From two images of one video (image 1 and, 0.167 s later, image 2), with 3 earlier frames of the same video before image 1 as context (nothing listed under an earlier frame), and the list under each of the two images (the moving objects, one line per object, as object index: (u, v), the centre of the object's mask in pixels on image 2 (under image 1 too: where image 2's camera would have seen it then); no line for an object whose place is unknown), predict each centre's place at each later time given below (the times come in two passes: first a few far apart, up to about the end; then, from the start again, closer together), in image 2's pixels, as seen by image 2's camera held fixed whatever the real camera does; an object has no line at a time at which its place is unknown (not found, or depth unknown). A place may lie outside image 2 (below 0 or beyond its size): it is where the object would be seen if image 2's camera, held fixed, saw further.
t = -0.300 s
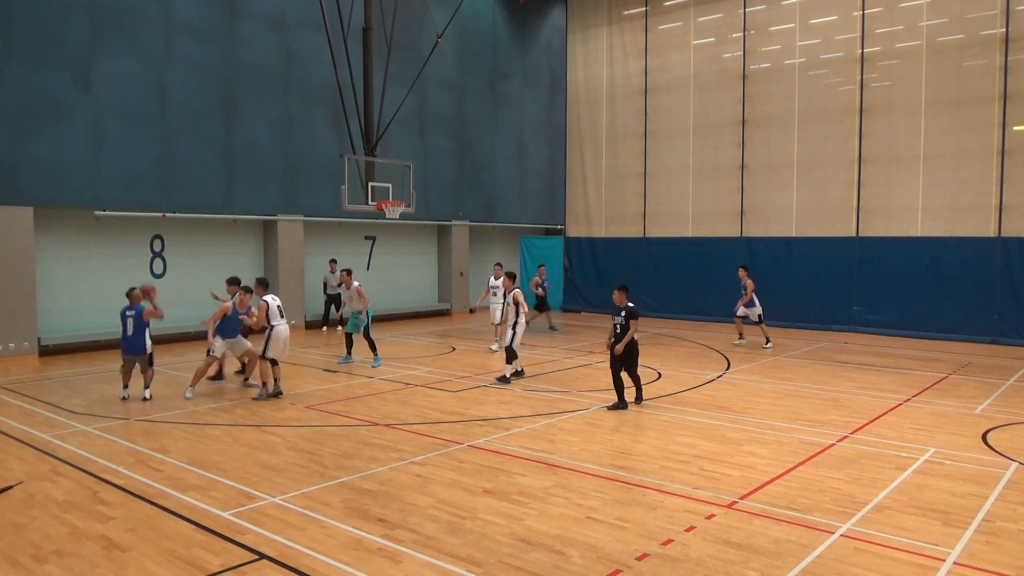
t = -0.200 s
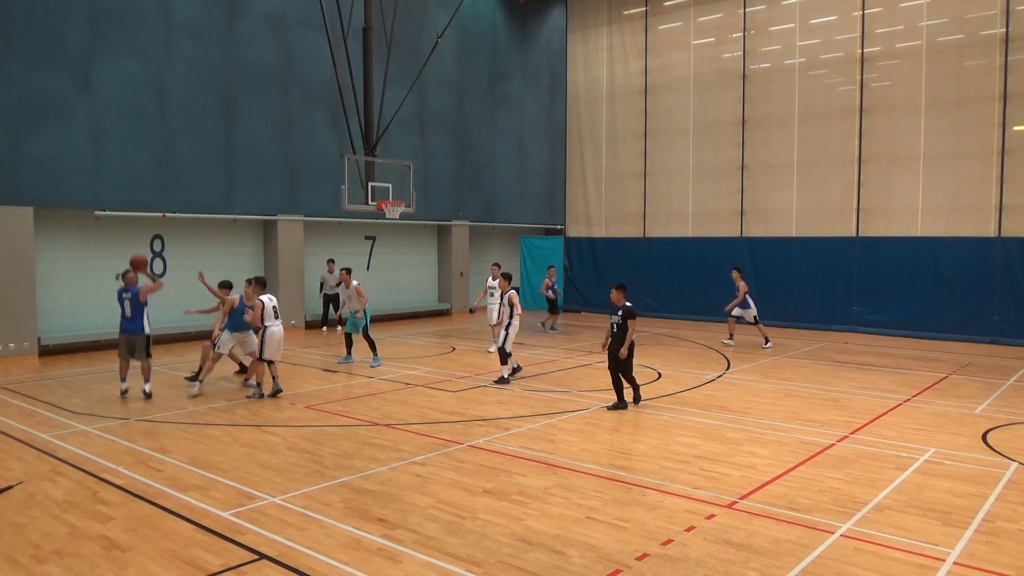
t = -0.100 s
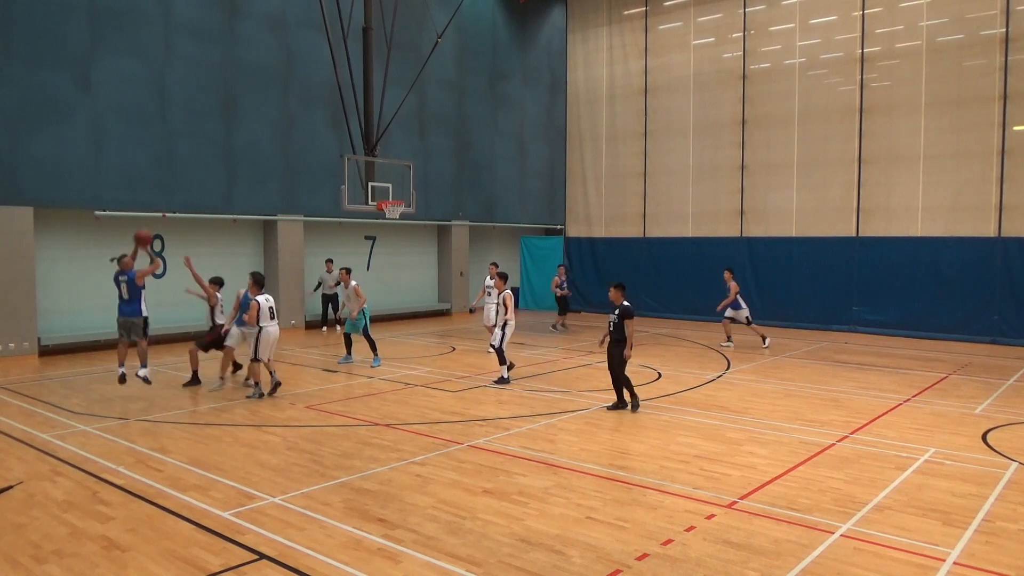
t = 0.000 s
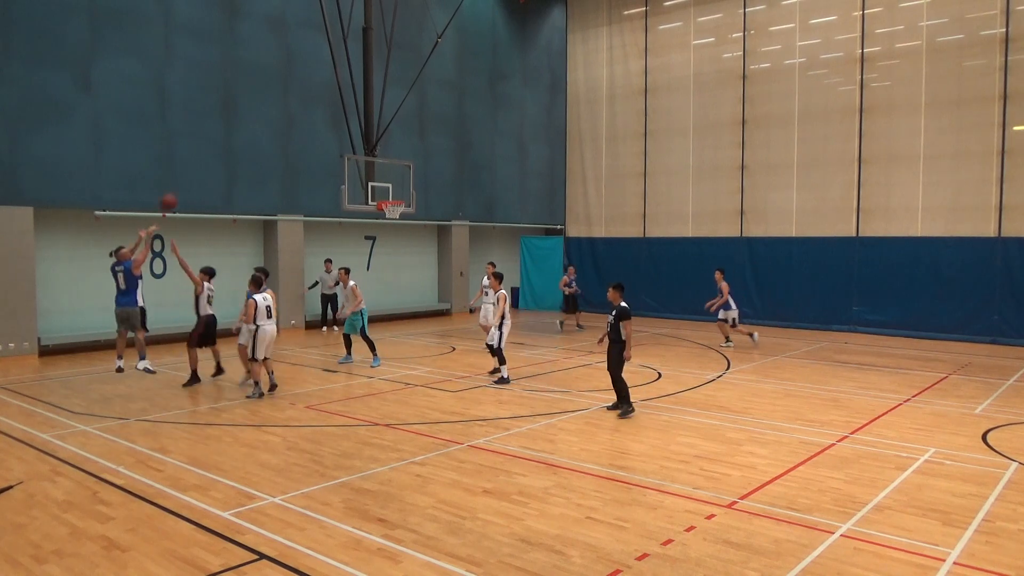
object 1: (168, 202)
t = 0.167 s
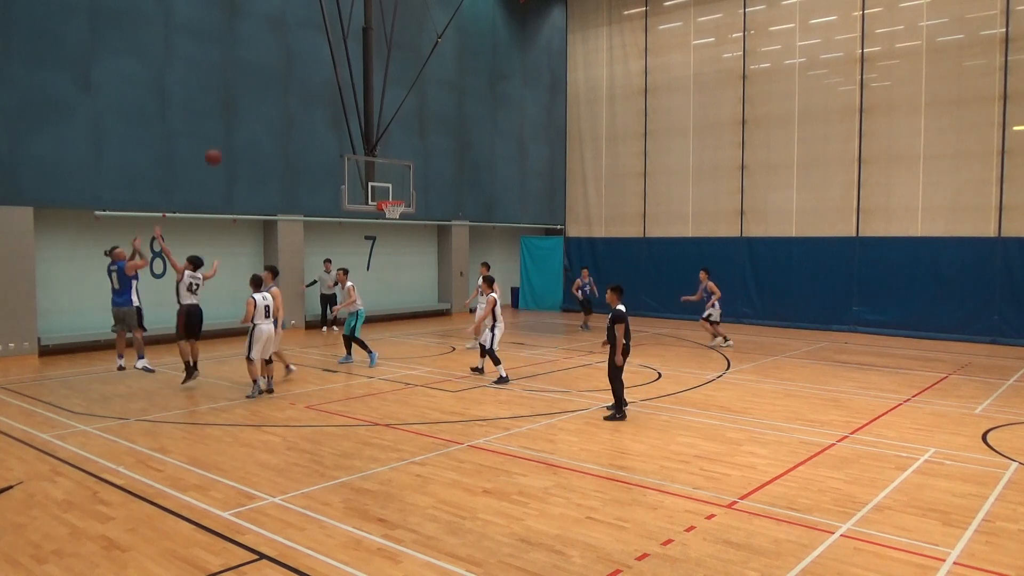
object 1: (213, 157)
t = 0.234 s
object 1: (230, 145)
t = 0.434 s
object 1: (275, 129)
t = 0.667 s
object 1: (319, 140)
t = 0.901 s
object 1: (357, 175)
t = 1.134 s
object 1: (376, 206)
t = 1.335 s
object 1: (384, 226)
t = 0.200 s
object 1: (221, 152)
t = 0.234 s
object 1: (230, 145)
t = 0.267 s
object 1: (237, 141)
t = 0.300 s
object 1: (245, 137)
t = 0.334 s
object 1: (253, 134)
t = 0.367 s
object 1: (260, 132)
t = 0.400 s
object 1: (268, 130)
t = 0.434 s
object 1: (275, 129)
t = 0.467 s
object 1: (281, 129)
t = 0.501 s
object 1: (288, 129)
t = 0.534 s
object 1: (295, 130)
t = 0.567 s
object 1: (301, 131)
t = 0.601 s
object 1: (308, 134)
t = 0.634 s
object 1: (313, 137)
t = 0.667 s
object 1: (319, 140)
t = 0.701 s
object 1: (325, 143)
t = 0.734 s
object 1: (331, 147)
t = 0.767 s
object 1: (336, 152)
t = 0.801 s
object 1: (342, 157)
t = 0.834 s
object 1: (346, 162)
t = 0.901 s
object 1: (357, 175)
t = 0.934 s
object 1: (362, 182)
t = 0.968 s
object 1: (368, 189)
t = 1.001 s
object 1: (372, 195)
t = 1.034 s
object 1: (375, 204)
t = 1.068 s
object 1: (374, 205)
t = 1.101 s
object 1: (375, 206)
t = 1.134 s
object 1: (376, 206)
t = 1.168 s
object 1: (377, 208)
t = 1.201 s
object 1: (378, 211)
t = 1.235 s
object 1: (380, 212)
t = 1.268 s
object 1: (381, 217)
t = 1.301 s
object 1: (382, 220)
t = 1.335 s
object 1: (384, 226)
